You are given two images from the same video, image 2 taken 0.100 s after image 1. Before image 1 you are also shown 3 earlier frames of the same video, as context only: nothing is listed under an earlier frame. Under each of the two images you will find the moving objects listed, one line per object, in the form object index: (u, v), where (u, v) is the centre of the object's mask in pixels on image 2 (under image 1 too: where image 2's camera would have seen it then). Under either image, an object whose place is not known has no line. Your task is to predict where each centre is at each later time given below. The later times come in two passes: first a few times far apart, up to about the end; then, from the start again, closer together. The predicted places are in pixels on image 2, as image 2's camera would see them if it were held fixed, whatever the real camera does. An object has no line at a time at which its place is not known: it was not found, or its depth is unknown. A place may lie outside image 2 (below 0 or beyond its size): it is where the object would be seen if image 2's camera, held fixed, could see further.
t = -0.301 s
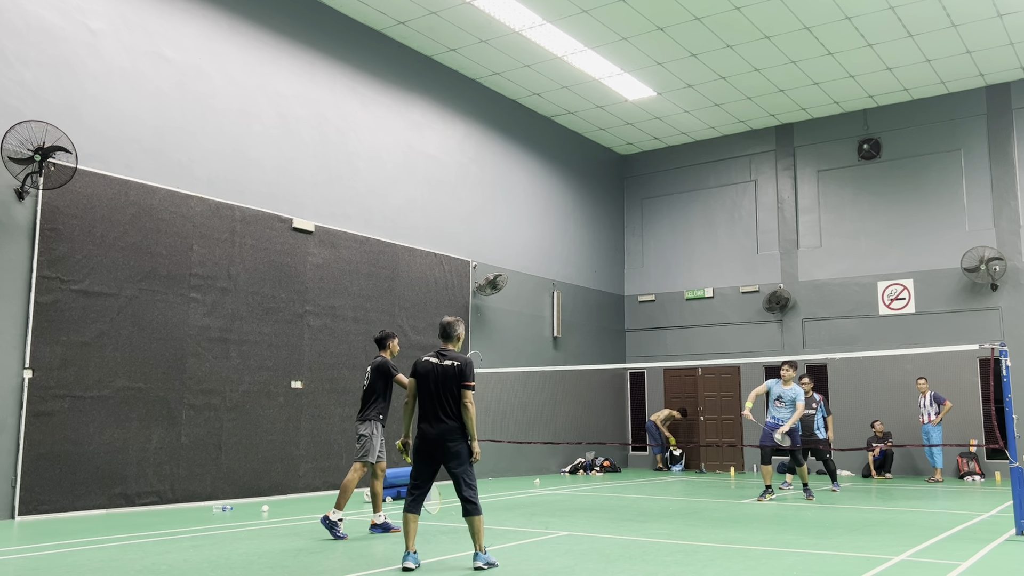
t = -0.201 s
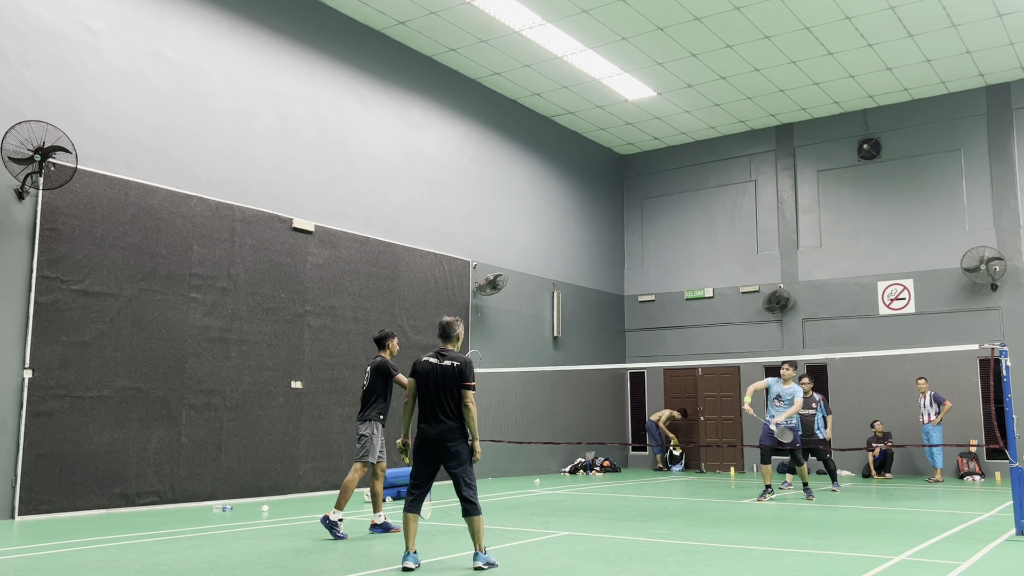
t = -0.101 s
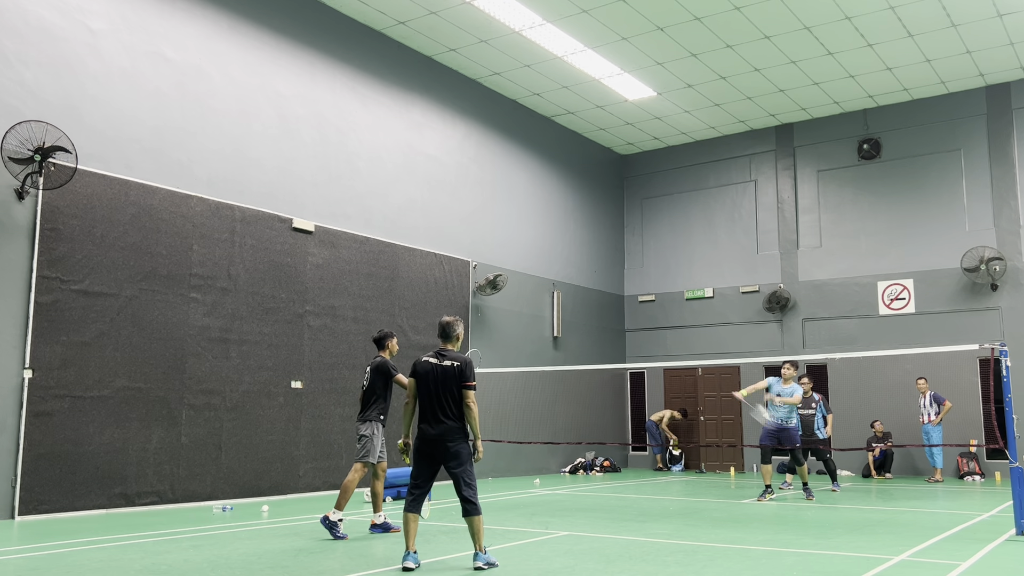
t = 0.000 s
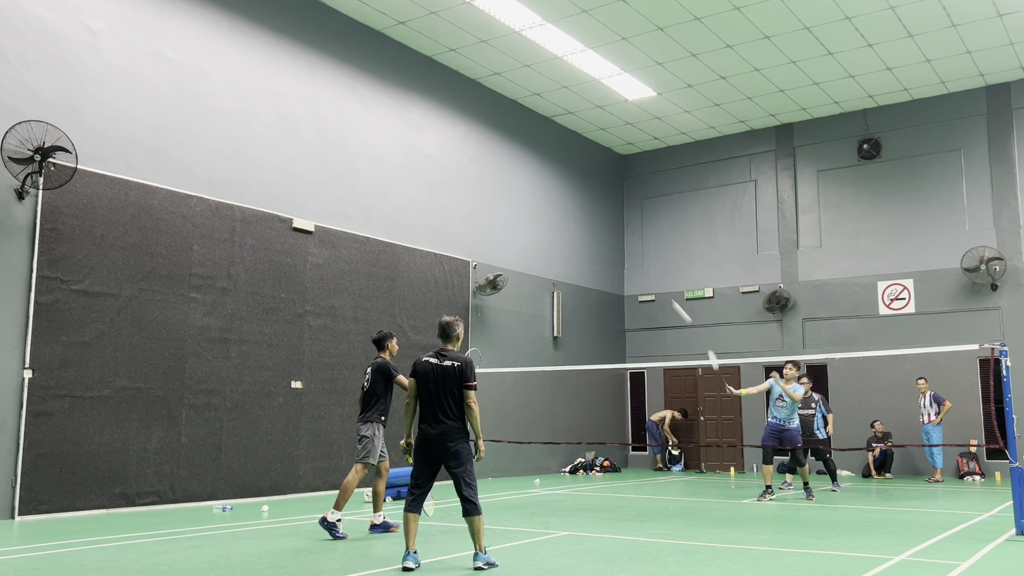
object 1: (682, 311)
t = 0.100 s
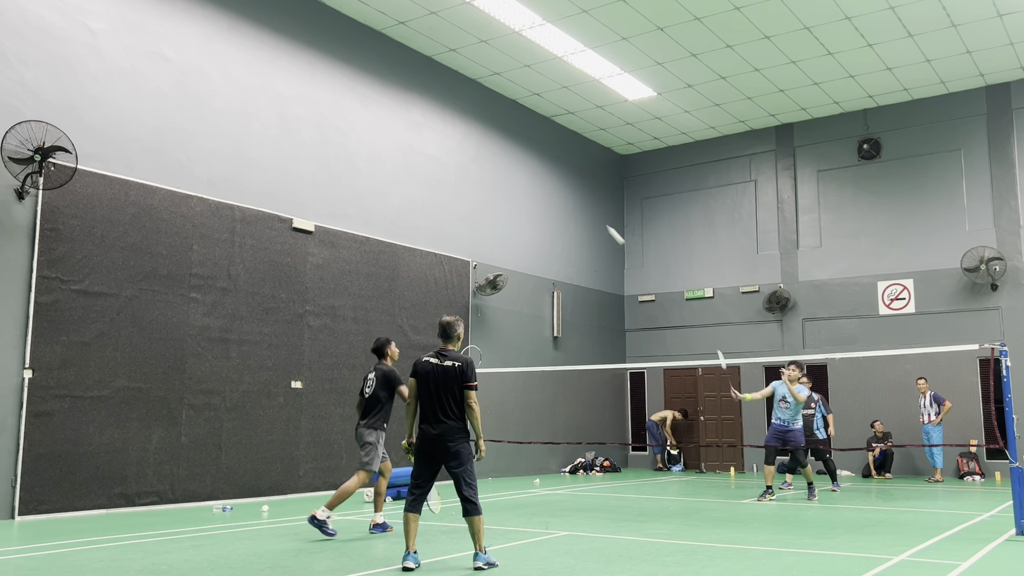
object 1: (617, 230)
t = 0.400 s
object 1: (448, 90)
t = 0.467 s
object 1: (421, 78)
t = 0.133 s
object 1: (597, 211)
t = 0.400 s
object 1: (448, 90)
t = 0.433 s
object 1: (435, 84)
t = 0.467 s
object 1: (421, 78)
